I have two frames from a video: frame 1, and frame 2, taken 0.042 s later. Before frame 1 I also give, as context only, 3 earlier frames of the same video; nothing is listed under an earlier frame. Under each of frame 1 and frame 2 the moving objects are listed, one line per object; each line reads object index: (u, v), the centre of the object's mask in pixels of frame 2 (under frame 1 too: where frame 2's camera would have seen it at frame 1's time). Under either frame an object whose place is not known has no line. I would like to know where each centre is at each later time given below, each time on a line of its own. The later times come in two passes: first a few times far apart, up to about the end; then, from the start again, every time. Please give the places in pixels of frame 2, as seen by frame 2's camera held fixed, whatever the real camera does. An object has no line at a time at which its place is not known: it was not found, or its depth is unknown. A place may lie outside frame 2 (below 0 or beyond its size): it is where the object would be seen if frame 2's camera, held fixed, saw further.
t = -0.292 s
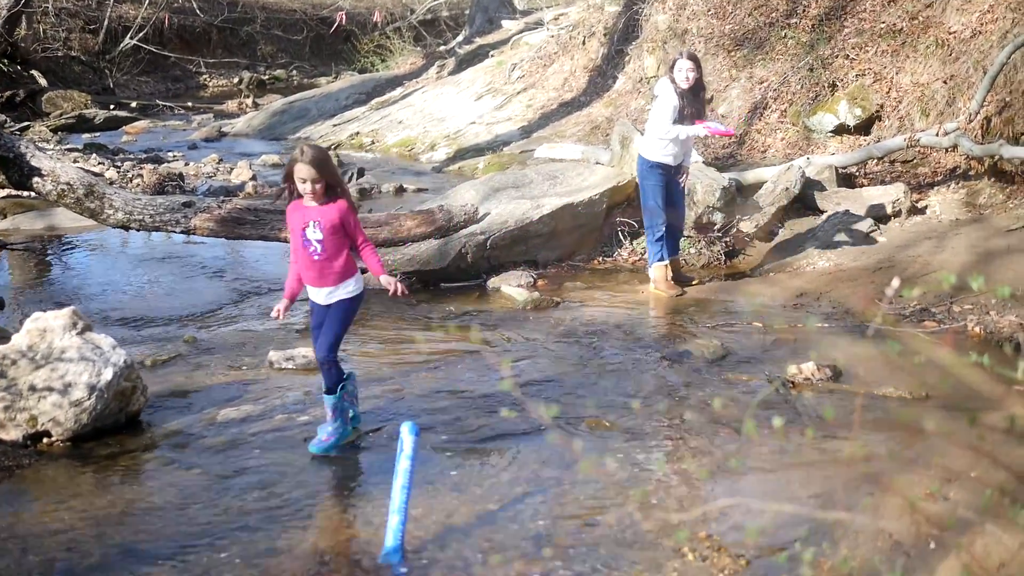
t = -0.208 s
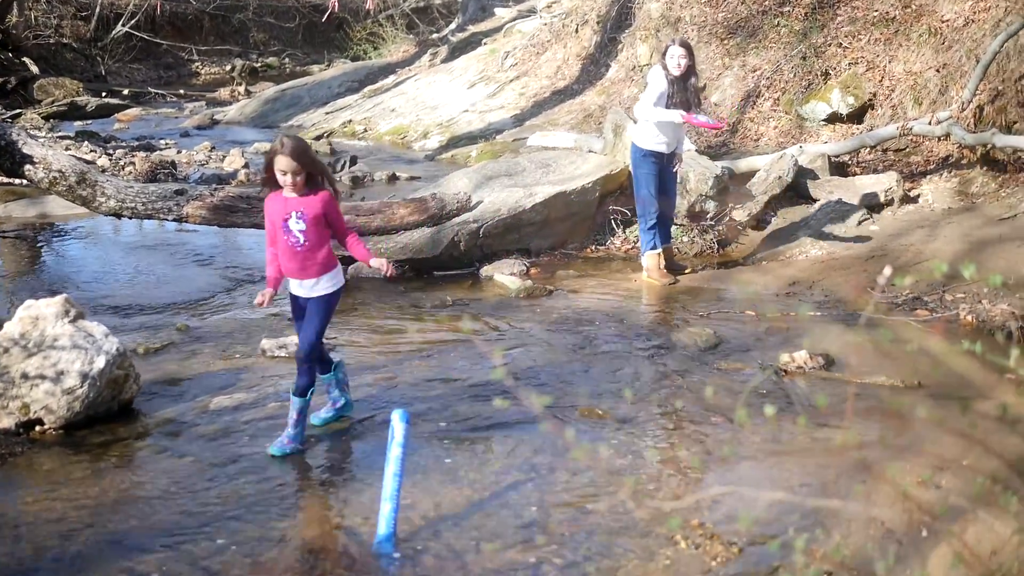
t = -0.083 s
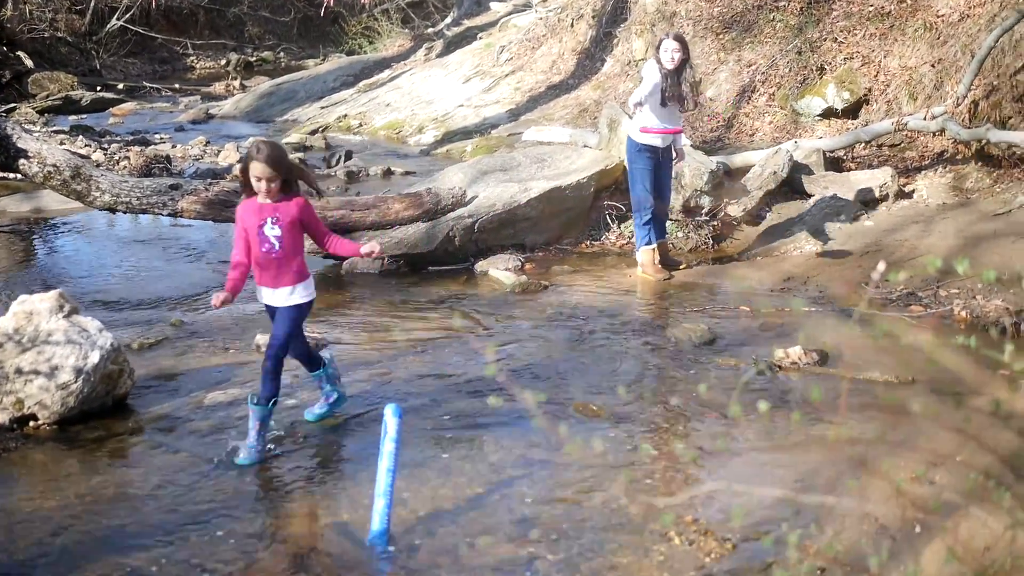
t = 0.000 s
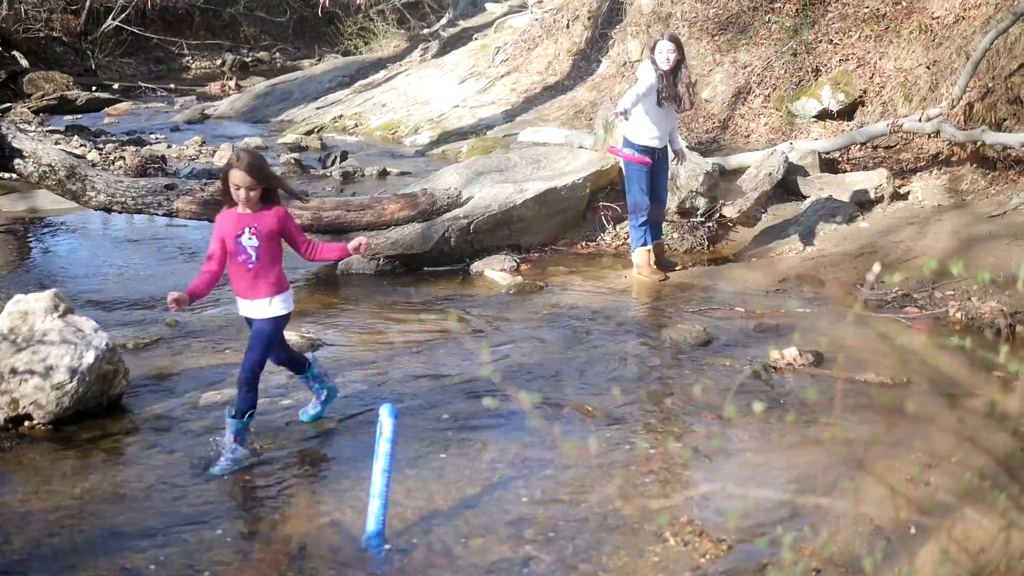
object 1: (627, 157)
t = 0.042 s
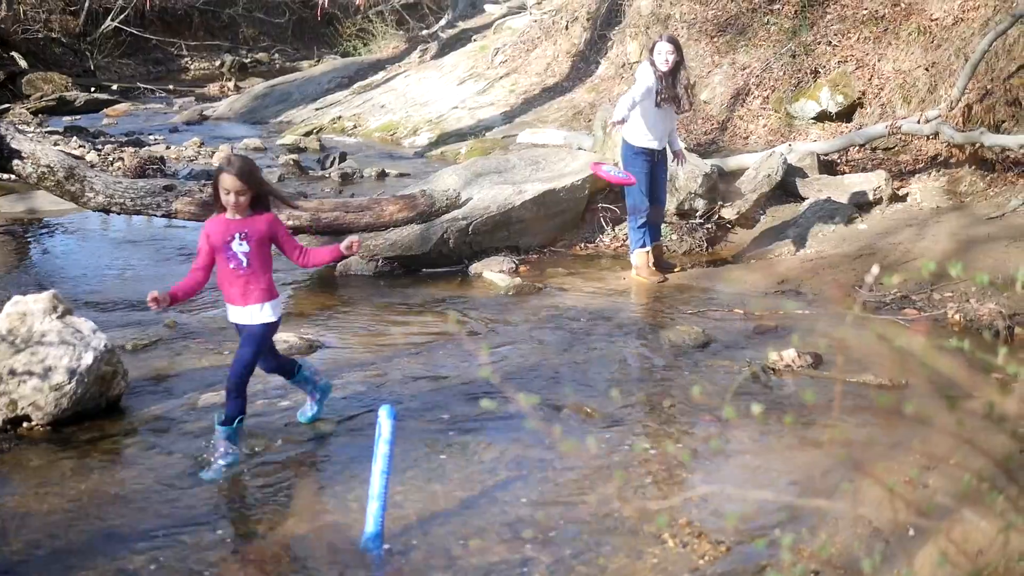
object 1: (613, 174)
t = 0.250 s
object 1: (534, 312)
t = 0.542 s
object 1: (501, 430)
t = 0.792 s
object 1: (518, 506)
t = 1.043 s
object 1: (526, 531)
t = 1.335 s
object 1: (530, 547)
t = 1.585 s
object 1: (531, 551)
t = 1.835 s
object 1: (531, 550)
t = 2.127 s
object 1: (534, 547)
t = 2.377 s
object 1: (535, 543)
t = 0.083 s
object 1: (597, 194)
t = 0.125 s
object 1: (581, 219)
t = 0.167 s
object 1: (565, 246)
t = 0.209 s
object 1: (550, 277)
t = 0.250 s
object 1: (534, 312)
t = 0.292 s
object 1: (520, 351)
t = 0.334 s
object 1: (505, 396)
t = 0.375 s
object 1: (497, 430)
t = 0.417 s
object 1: (499, 429)
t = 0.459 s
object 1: (499, 427)
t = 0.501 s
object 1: (500, 426)
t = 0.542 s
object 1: (501, 430)
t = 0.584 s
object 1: (502, 437)
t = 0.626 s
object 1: (504, 448)
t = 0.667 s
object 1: (506, 462)
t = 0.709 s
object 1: (509, 482)
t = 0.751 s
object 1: (513, 498)
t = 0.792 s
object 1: (518, 506)
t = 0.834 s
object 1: (520, 511)
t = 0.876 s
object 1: (522, 515)
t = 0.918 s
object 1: (524, 518)
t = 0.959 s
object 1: (527, 522)
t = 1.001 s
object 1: (528, 526)
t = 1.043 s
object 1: (526, 531)
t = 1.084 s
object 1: (527, 534)
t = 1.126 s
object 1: (528, 537)
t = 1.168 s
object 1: (528, 540)
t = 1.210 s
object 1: (528, 542)
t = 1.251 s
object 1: (529, 545)
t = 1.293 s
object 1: (530, 546)
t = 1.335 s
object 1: (530, 547)
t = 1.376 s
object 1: (531, 548)
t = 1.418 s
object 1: (531, 549)
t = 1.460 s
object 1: (532, 550)
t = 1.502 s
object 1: (532, 550)
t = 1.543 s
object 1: (531, 551)
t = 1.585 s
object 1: (531, 551)
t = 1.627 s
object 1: (531, 551)
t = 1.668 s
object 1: (532, 550)
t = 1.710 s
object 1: (532, 550)
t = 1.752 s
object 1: (532, 550)
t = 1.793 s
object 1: (532, 550)
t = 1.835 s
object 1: (531, 550)
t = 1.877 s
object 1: (532, 549)
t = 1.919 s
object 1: (532, 549)
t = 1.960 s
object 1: (533, 548)
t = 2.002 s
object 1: (533, 548)
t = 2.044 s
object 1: (533, 548)
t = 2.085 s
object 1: (533, 548)
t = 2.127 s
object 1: (534, 547)
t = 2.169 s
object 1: (534, 547)
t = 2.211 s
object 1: (534, 546)
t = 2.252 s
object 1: (535, 544)
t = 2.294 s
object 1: (535, 544)
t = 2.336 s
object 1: (535, 544)
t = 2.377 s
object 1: (535, 543)
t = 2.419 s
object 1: (536, 543)
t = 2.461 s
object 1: (537, 543)
